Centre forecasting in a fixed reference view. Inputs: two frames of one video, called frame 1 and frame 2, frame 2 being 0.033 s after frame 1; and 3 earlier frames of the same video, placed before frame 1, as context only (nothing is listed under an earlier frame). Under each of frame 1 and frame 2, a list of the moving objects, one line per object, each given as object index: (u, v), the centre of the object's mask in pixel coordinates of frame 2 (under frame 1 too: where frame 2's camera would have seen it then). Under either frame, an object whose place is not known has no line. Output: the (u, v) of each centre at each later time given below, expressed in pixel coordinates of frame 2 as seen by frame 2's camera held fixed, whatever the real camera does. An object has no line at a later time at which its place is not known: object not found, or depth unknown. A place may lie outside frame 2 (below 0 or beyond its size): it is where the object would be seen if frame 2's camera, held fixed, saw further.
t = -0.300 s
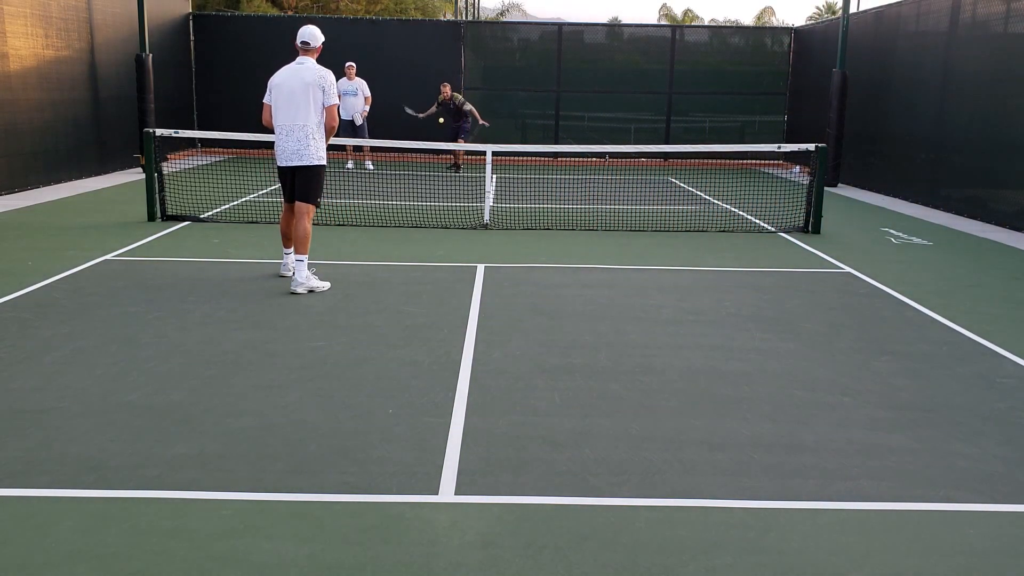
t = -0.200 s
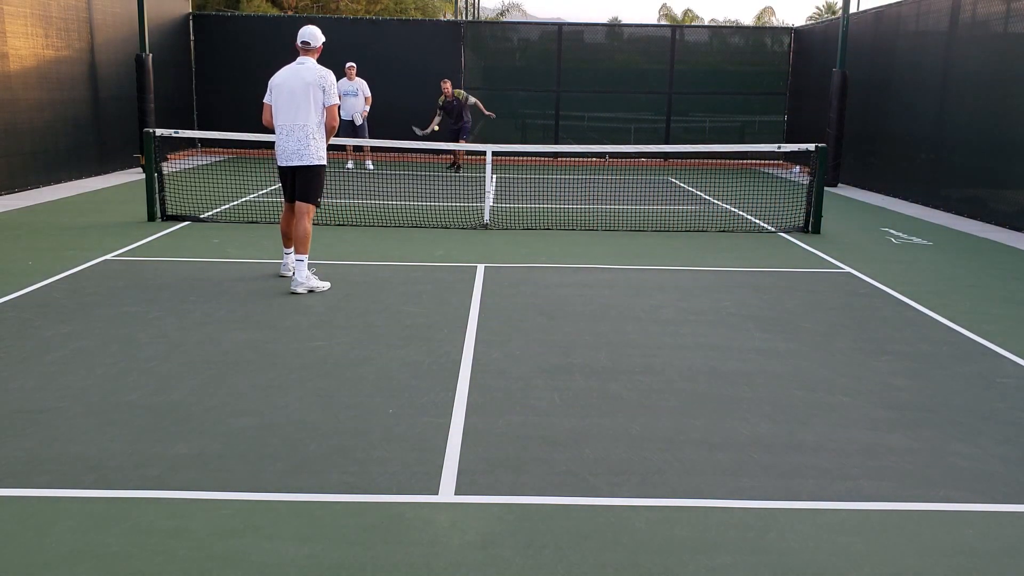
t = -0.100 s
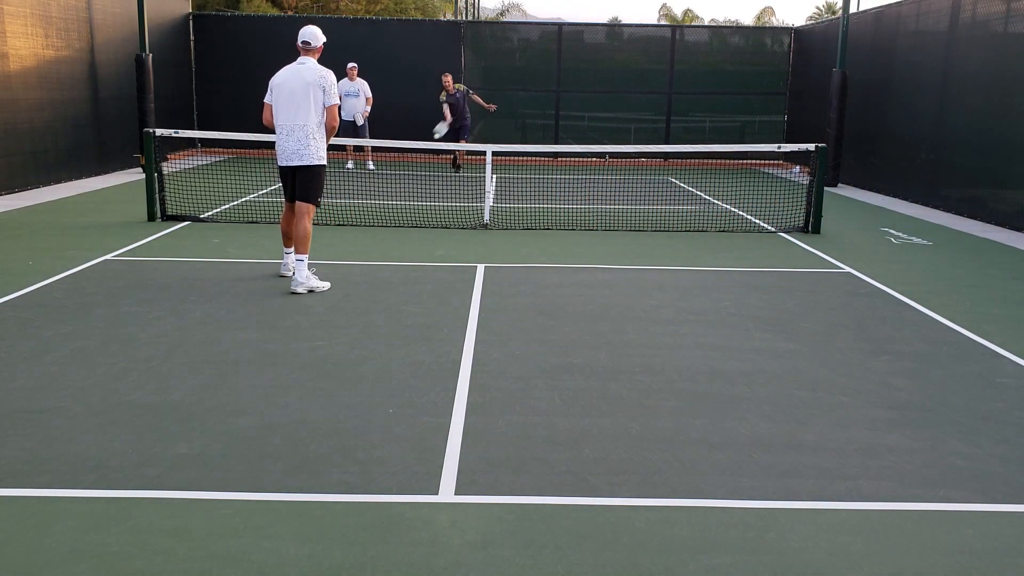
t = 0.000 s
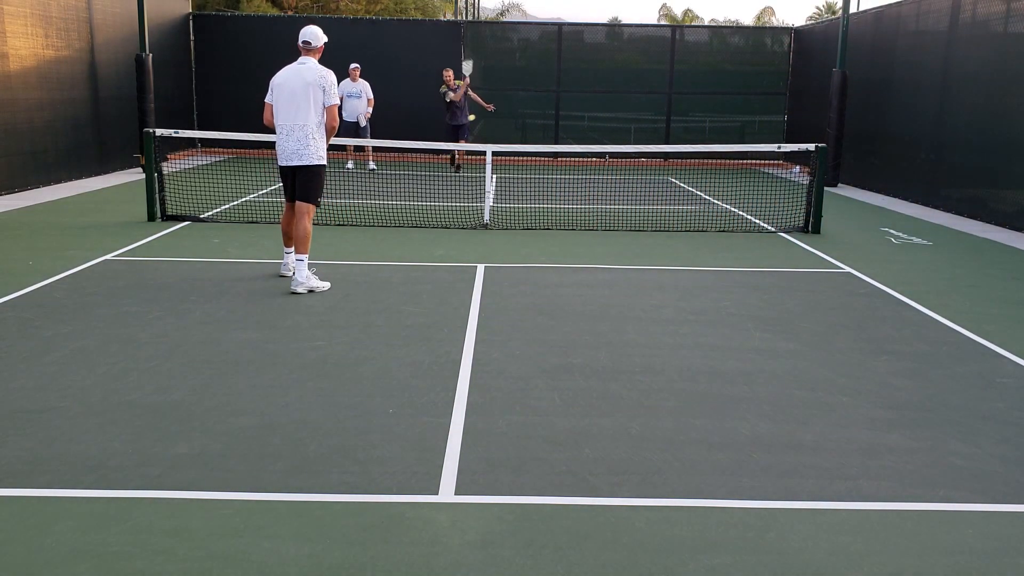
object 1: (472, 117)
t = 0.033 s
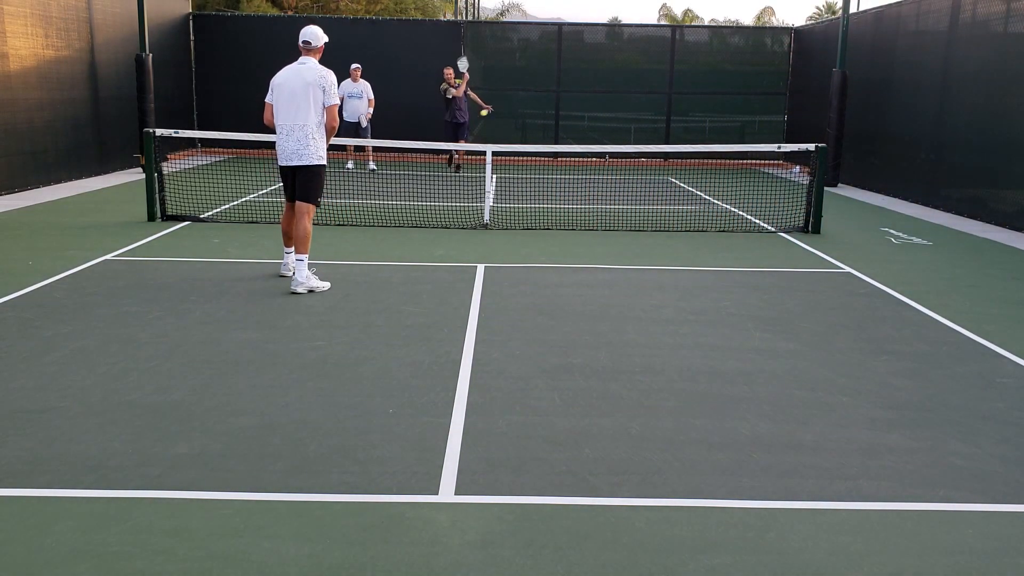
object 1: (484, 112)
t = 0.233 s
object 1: (573, 101)
